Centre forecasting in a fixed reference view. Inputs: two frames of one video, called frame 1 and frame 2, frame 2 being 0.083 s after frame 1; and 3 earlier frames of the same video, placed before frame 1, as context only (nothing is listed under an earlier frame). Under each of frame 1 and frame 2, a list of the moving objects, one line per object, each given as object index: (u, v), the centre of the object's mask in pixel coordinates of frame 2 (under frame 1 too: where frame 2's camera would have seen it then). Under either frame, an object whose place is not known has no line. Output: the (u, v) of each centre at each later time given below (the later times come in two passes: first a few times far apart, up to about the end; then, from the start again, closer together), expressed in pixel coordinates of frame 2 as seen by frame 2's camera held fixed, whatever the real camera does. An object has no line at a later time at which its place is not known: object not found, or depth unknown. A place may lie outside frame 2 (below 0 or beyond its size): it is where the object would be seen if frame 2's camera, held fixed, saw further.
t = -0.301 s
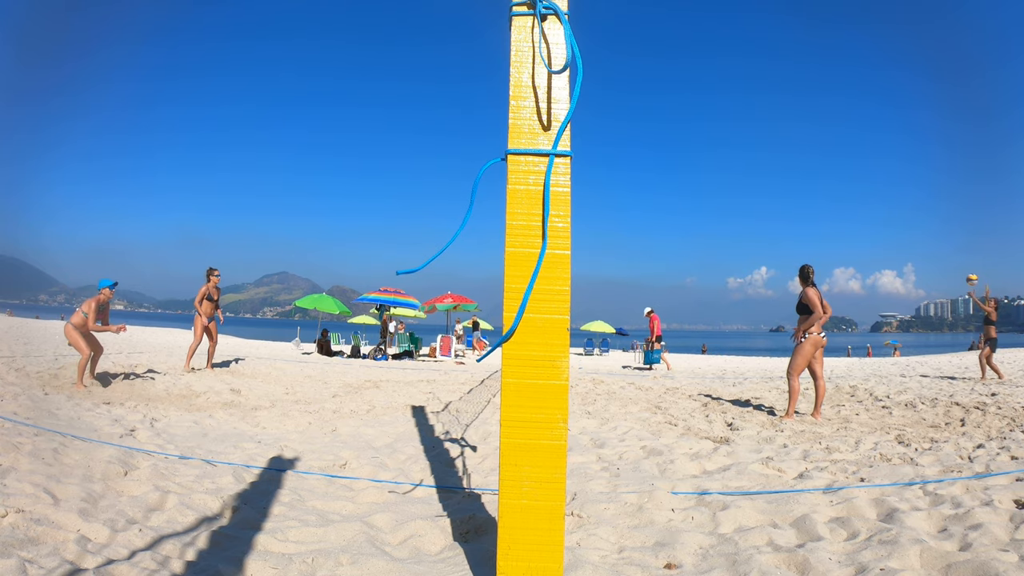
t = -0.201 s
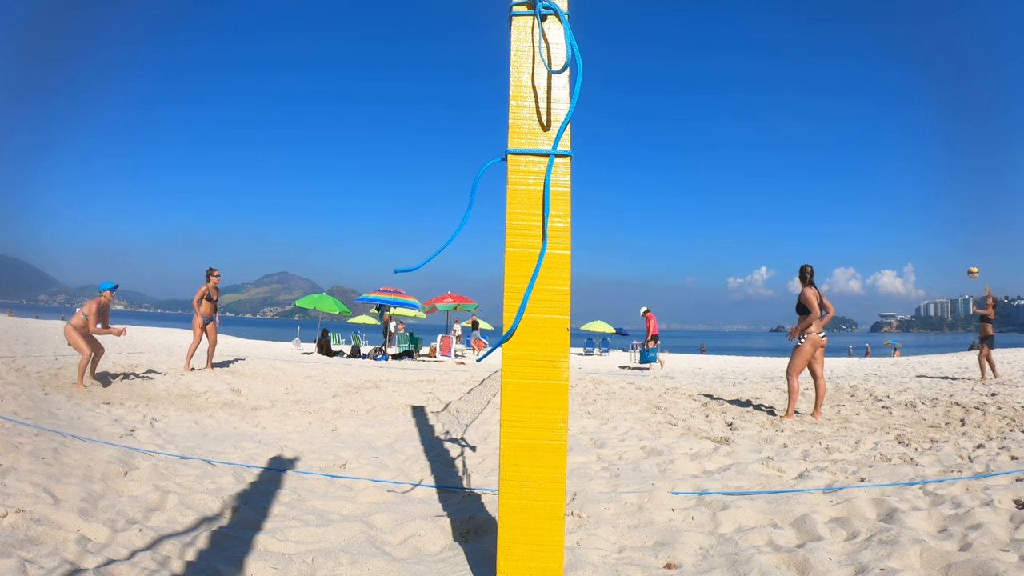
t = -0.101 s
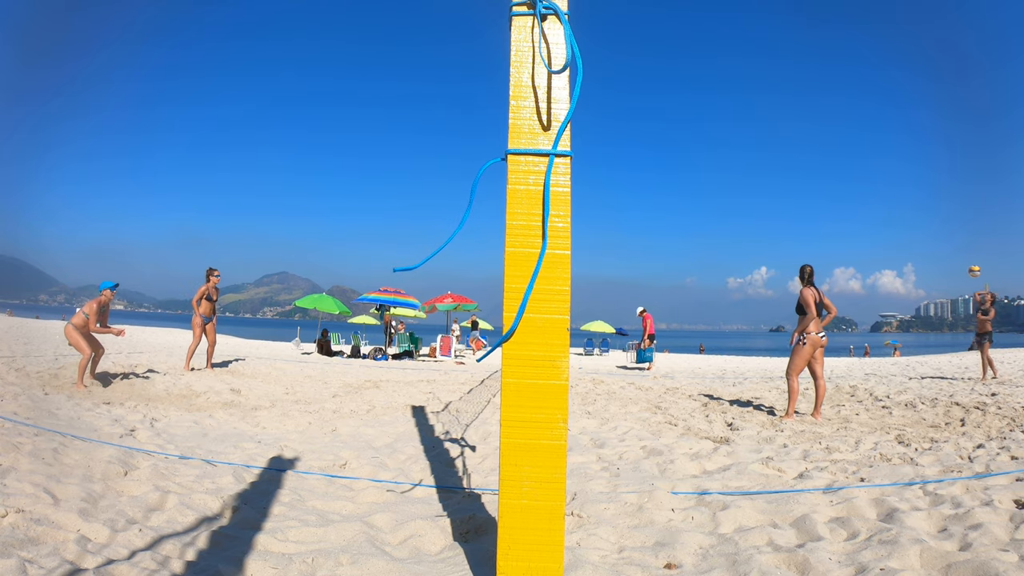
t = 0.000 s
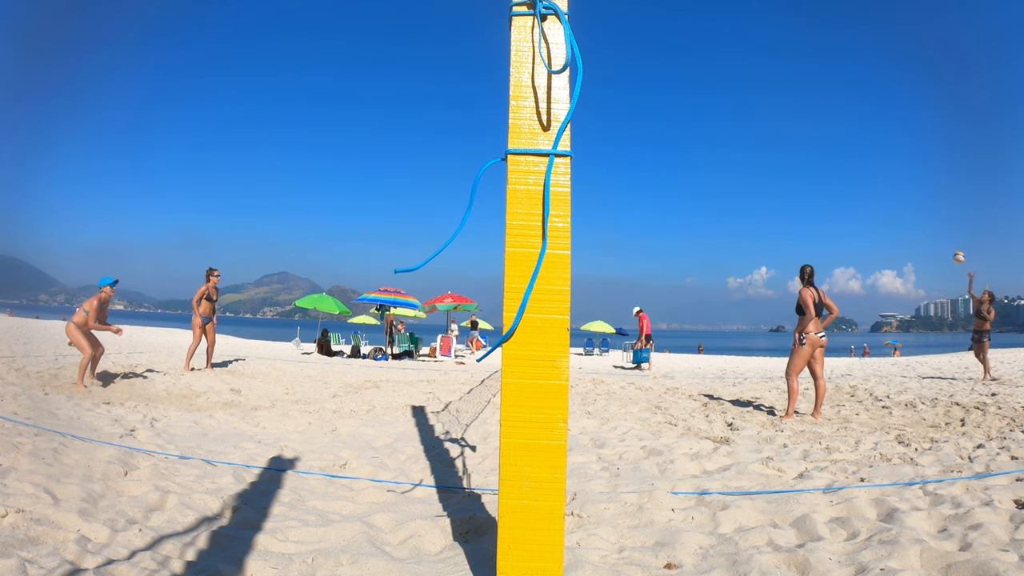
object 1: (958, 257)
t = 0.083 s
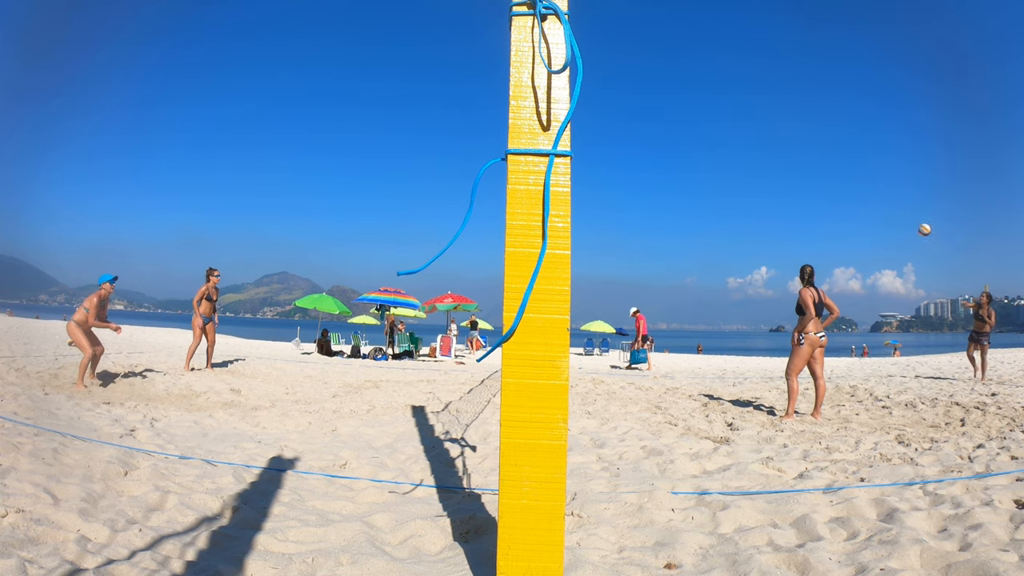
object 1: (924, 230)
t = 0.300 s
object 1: (805, 167)
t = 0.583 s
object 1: (577, 122)
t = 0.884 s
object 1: (260, 169)
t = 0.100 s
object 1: (916, 225)
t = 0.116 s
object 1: (908, 219)
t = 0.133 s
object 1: (900, 214)
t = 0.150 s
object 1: (892, 209)
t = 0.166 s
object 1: (883, 204)
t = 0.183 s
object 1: (875, 198)
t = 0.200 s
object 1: (865, 194)
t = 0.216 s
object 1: (856, 189)
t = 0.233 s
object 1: (846, 185)
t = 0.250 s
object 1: (836, 180)
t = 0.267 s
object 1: (826, 176)
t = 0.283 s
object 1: (816, 171)
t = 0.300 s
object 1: (805, 167)
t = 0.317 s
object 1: (794, 163)
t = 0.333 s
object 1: (782, 159)
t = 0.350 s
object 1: (770, 155)
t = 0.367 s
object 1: (758, 151)
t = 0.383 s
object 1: (747, 148)
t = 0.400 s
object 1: (734, 145)
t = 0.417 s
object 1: (721, 142)
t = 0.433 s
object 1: (708, 139)
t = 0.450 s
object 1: (695, 136)
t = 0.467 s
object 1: (681, 133)
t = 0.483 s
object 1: (667, 130)
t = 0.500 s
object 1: (653, 128)
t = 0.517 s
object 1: (638, 126)
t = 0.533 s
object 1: (623, 124)
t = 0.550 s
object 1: (608, 123)
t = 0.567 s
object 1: (592, 122)
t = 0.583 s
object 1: (577, 122)
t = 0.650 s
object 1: (504, 122)
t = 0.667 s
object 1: (492, 123)
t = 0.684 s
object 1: (475, 124)
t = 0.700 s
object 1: (457, 126)
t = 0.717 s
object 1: (439, 128)
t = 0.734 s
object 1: (422, 131)
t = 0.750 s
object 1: (404, 133)
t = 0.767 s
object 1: (386, 137)
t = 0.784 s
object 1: (368, 140)
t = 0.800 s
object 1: (350, 144)
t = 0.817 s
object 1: (332, 149)
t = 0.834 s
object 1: (314, 153)
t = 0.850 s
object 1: (296, 158)
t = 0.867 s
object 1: (278, 163)
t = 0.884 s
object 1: (260, 169)
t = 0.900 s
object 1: (242, 174)
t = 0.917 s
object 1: (225, 180)
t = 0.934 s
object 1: (208, 187)
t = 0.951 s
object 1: (191, 194)
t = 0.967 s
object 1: (174, 201)
